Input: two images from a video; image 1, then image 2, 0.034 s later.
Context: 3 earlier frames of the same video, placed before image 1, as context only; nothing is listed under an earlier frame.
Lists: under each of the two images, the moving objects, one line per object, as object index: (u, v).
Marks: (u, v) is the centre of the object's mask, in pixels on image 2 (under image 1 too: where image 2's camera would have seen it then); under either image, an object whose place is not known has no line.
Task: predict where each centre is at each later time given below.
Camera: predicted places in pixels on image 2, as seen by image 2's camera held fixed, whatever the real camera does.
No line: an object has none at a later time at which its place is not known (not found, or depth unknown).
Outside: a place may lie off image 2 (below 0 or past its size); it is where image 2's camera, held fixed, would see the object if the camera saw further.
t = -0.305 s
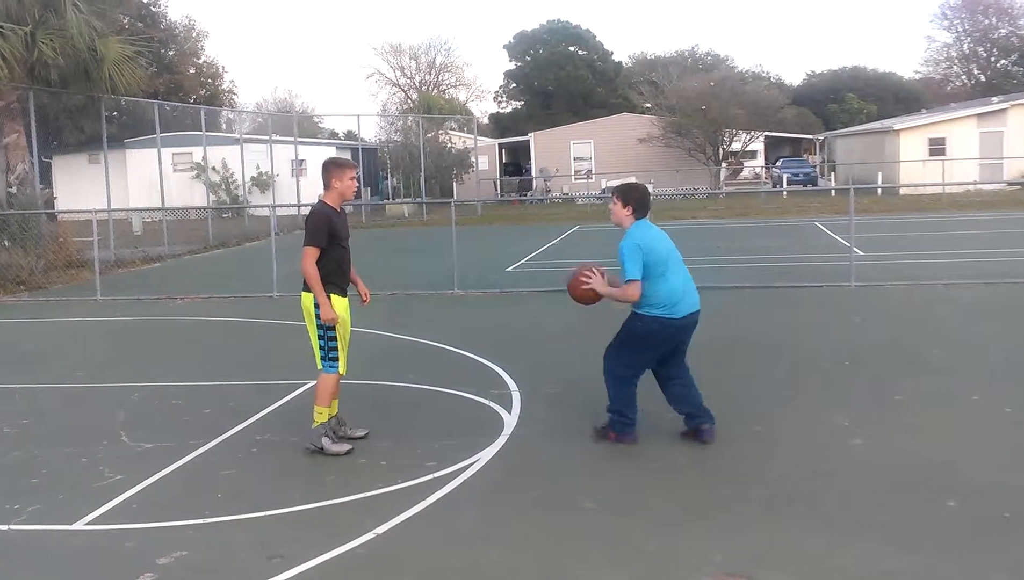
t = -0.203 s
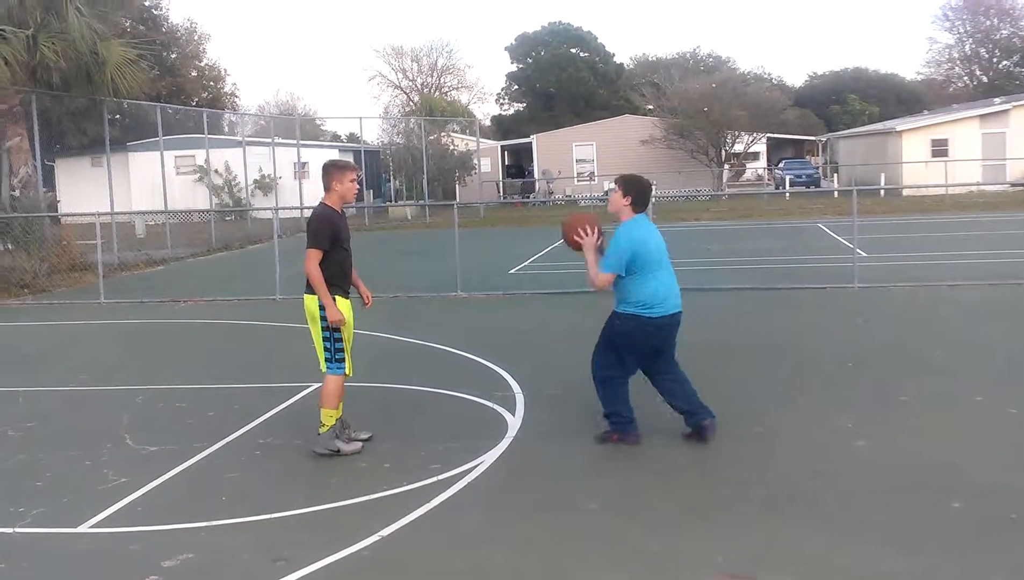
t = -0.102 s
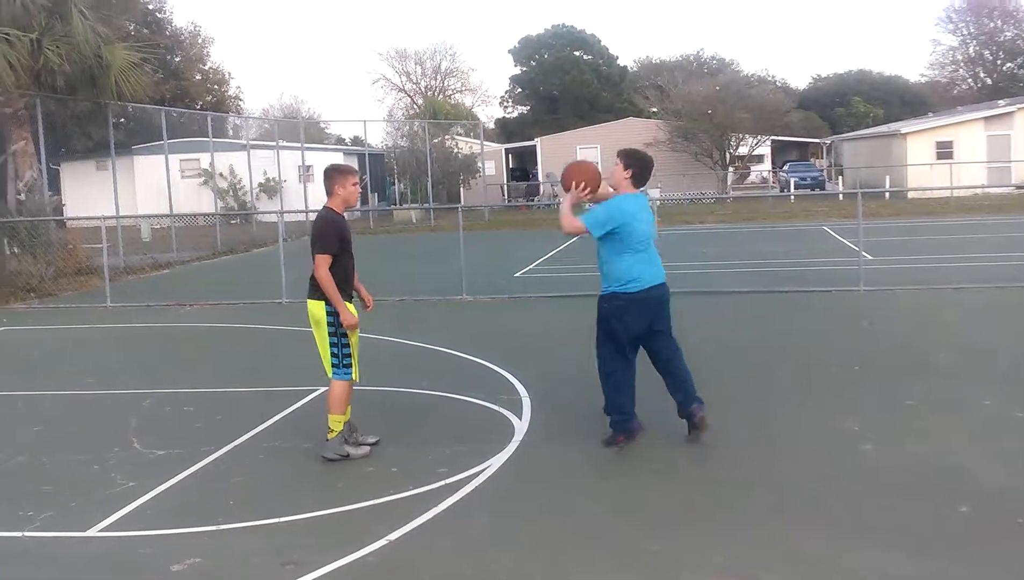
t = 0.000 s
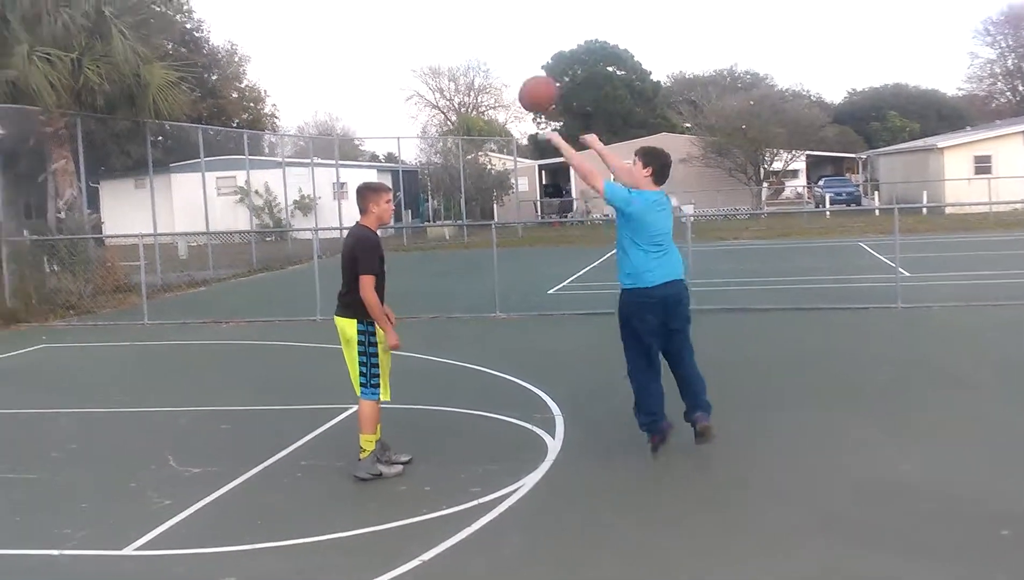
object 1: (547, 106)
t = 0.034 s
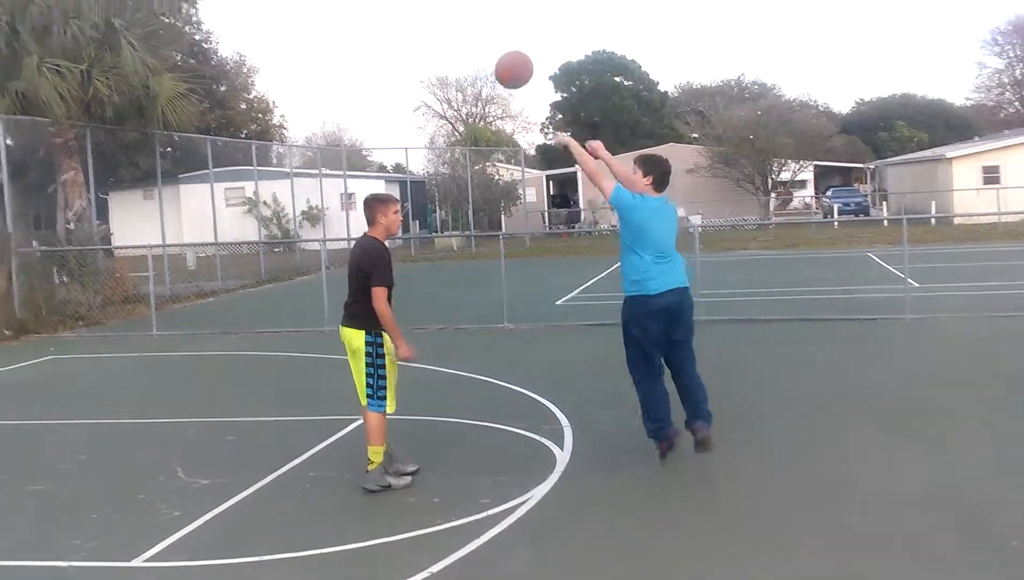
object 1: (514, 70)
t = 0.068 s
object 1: (481, 35)
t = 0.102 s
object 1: (448, 3)
